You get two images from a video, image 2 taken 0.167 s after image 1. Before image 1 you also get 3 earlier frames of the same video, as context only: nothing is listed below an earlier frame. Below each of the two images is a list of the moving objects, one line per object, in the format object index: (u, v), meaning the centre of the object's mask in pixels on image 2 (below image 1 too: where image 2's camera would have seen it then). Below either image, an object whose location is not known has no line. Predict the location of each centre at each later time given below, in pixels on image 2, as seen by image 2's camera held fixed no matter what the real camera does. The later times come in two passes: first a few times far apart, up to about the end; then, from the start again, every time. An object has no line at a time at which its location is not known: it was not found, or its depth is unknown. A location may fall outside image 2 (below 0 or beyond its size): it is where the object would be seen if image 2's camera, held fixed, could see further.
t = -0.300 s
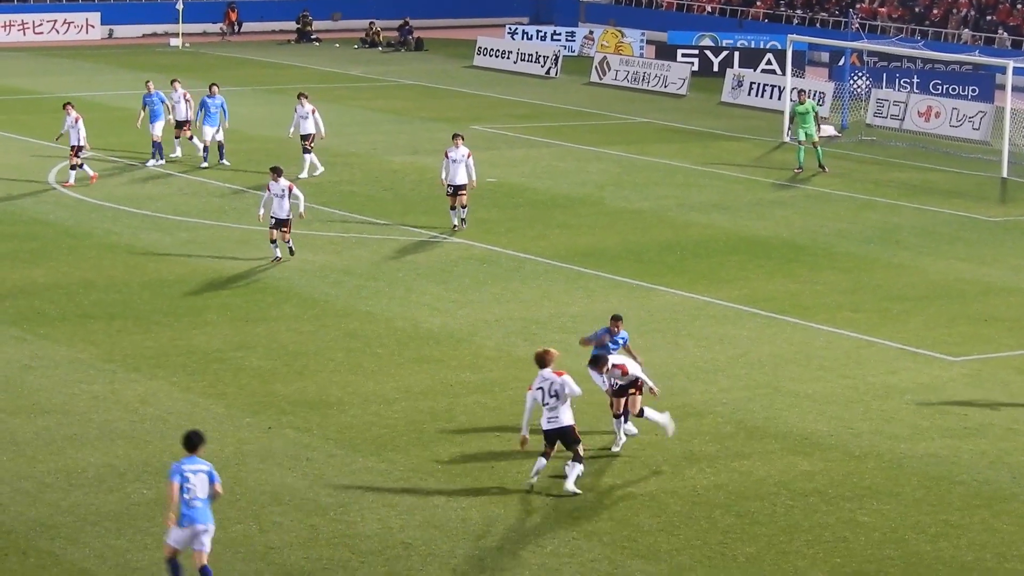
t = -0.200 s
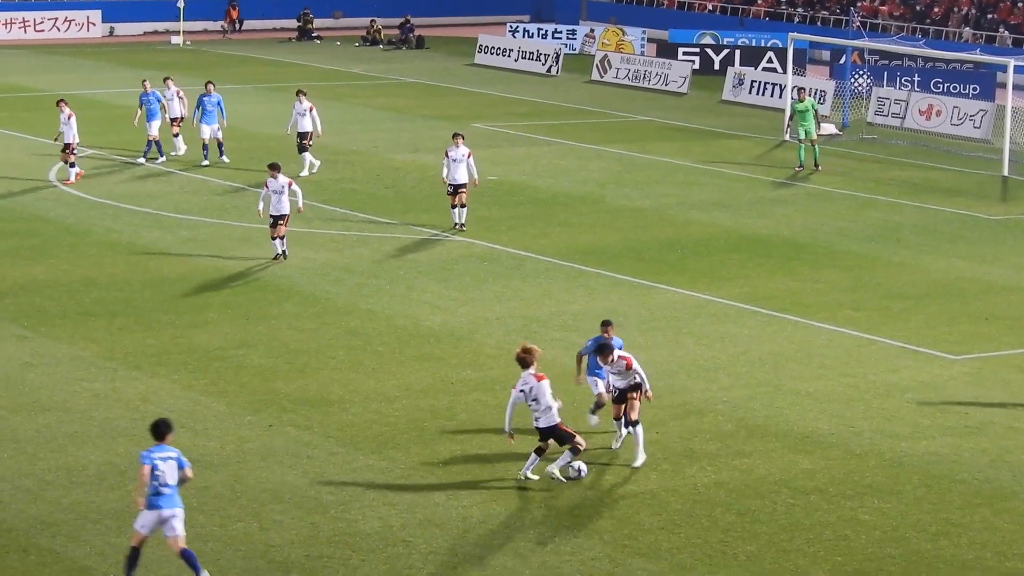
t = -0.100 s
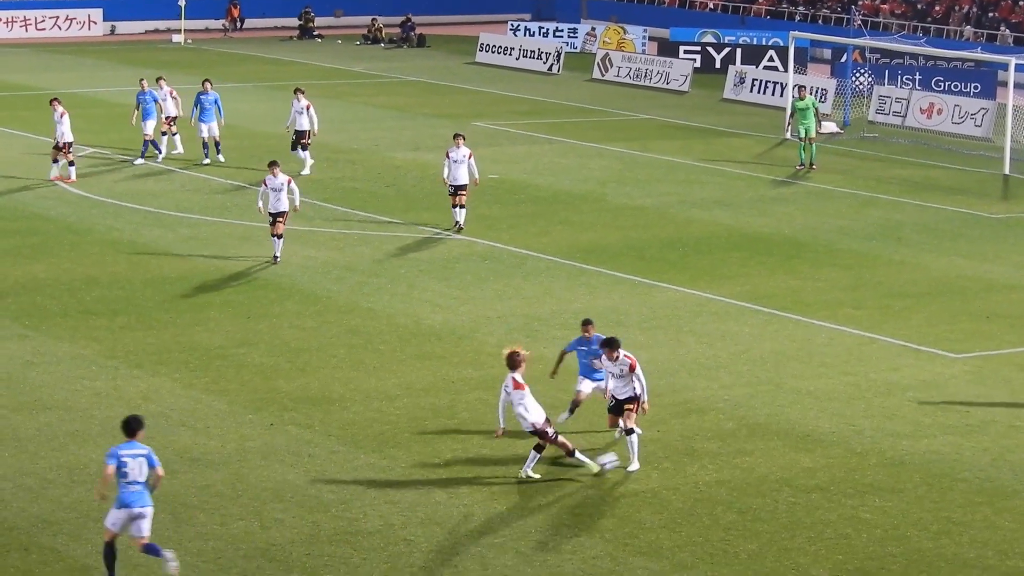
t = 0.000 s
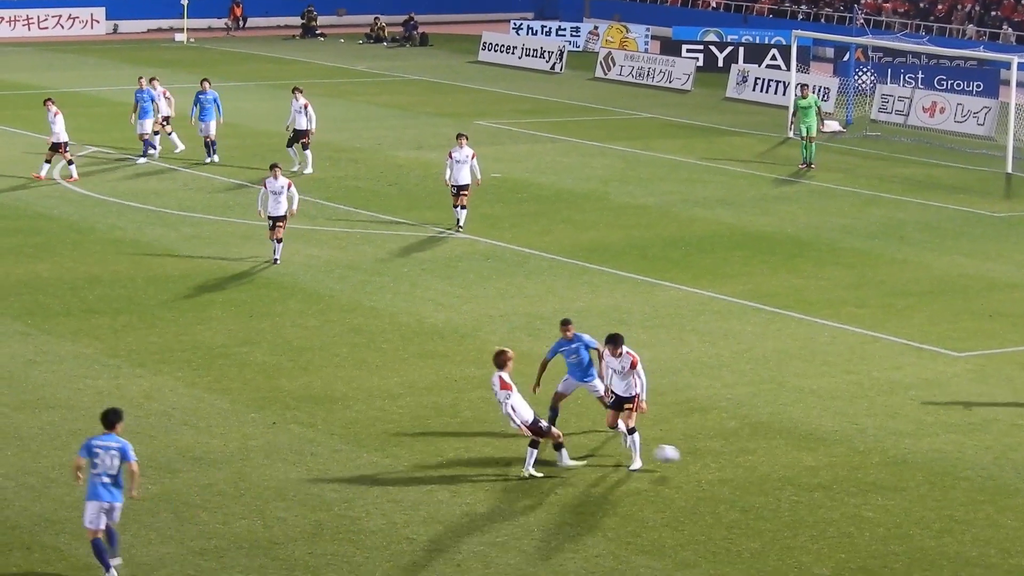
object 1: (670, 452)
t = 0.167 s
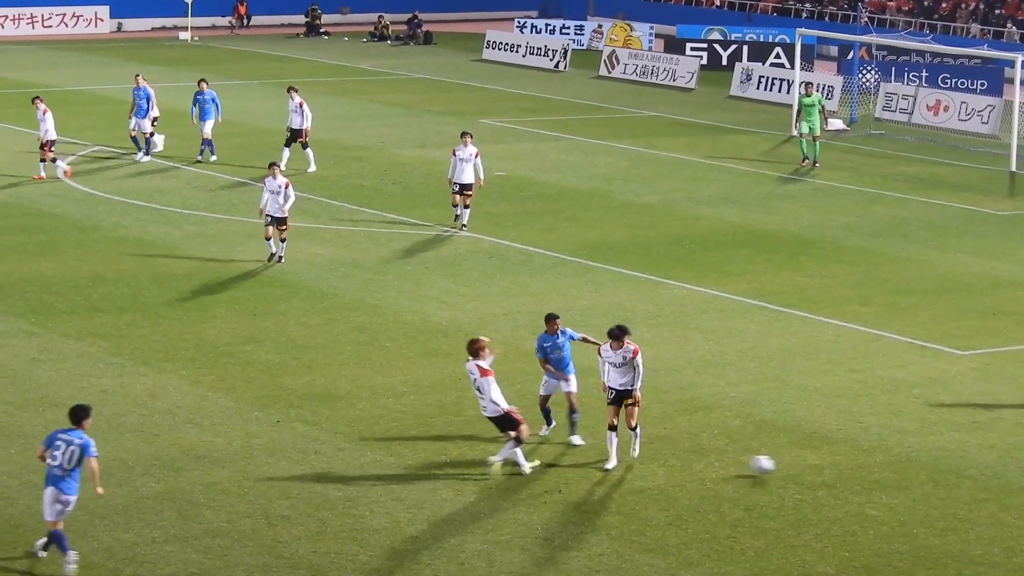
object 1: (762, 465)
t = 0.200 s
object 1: (780, 465)
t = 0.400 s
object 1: (863, 471)
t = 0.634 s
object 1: (980, 481)
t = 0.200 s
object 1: (780, 465)
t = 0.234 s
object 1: (797, 467)
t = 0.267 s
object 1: (814, 469)
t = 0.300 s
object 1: (832, 472)
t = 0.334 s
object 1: (848, 474)
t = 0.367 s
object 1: (854, 472)
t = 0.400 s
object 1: (863, 471)
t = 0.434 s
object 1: (891, 473)
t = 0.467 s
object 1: (906, 477)
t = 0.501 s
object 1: (924, 481)
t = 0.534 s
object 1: (938, 480)
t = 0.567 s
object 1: (952, 480)
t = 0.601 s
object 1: (966, 480)
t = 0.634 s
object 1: (980, 481)
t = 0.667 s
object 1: (993, 483)
